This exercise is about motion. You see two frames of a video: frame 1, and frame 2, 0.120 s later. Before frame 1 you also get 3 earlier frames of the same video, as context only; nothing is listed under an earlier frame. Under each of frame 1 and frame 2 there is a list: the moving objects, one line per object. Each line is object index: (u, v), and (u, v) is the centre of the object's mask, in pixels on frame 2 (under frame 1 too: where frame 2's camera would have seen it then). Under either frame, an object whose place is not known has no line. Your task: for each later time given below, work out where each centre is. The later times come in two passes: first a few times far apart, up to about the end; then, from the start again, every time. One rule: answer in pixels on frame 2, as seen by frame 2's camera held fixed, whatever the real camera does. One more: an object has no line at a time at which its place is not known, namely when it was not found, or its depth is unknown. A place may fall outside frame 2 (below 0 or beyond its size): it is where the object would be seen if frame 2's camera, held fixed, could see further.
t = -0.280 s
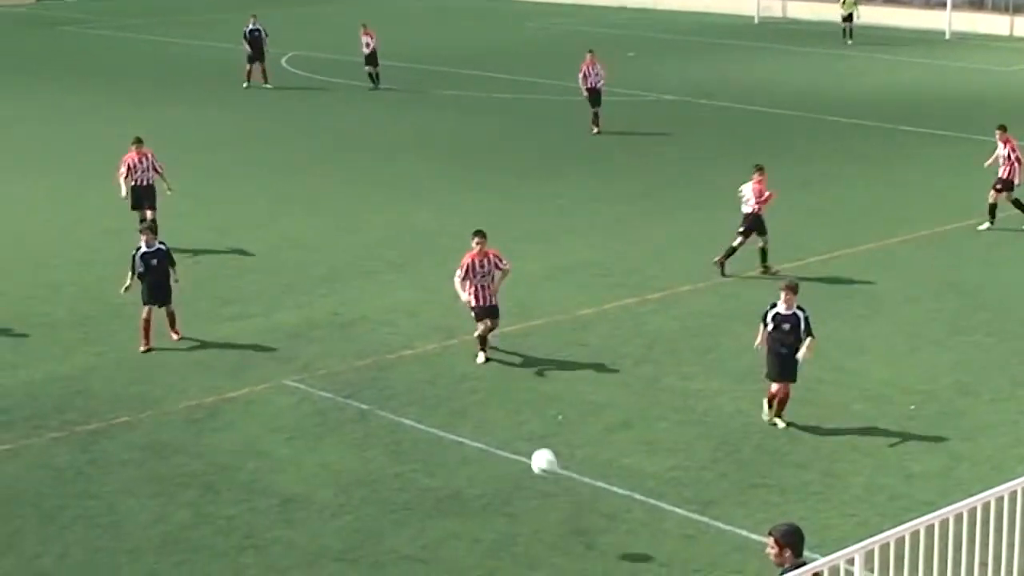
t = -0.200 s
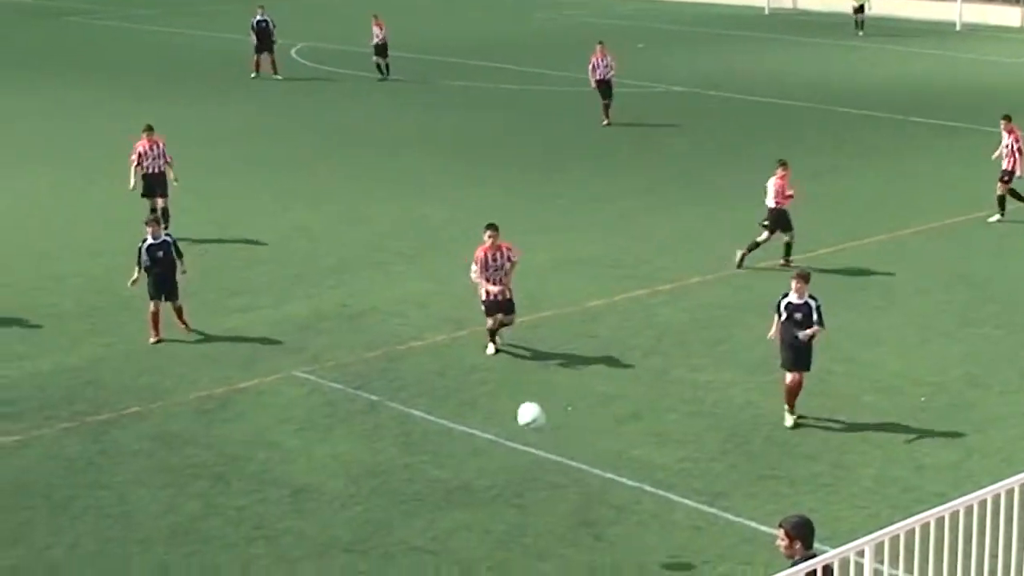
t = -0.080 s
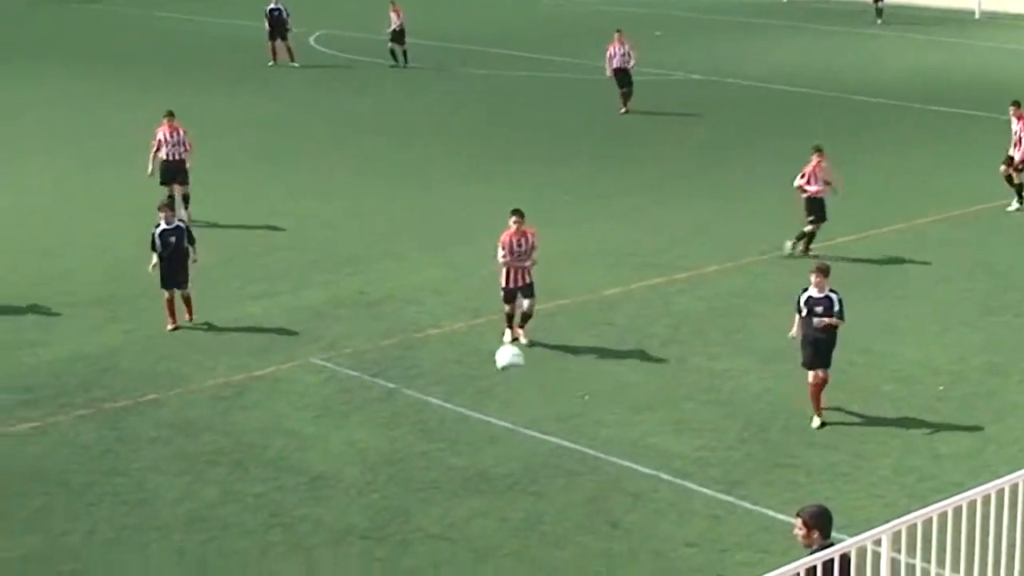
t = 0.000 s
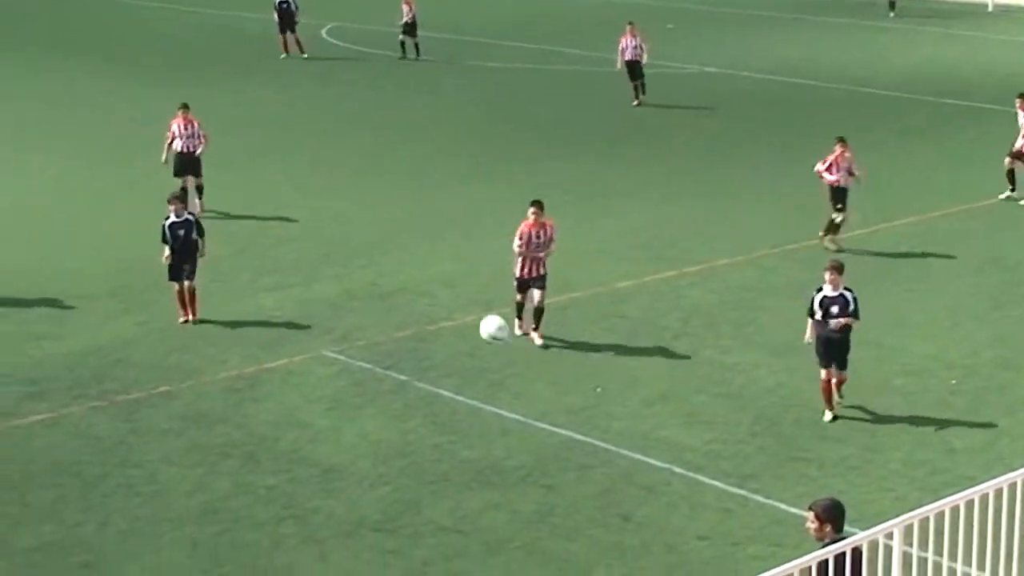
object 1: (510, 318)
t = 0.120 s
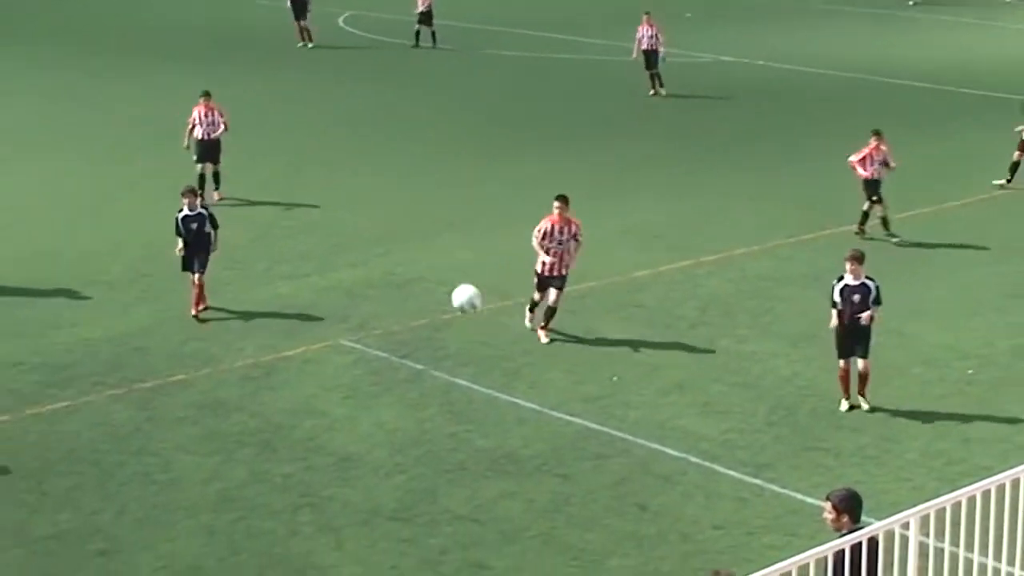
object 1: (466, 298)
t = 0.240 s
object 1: (419, 296)
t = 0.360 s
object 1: (371, 313)
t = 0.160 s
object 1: (451, 295)
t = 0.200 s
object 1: (435, 294)
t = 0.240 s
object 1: (419, 296)
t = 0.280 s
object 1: (404, 300)
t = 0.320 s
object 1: (387, 306)
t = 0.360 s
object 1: (371, 313)
